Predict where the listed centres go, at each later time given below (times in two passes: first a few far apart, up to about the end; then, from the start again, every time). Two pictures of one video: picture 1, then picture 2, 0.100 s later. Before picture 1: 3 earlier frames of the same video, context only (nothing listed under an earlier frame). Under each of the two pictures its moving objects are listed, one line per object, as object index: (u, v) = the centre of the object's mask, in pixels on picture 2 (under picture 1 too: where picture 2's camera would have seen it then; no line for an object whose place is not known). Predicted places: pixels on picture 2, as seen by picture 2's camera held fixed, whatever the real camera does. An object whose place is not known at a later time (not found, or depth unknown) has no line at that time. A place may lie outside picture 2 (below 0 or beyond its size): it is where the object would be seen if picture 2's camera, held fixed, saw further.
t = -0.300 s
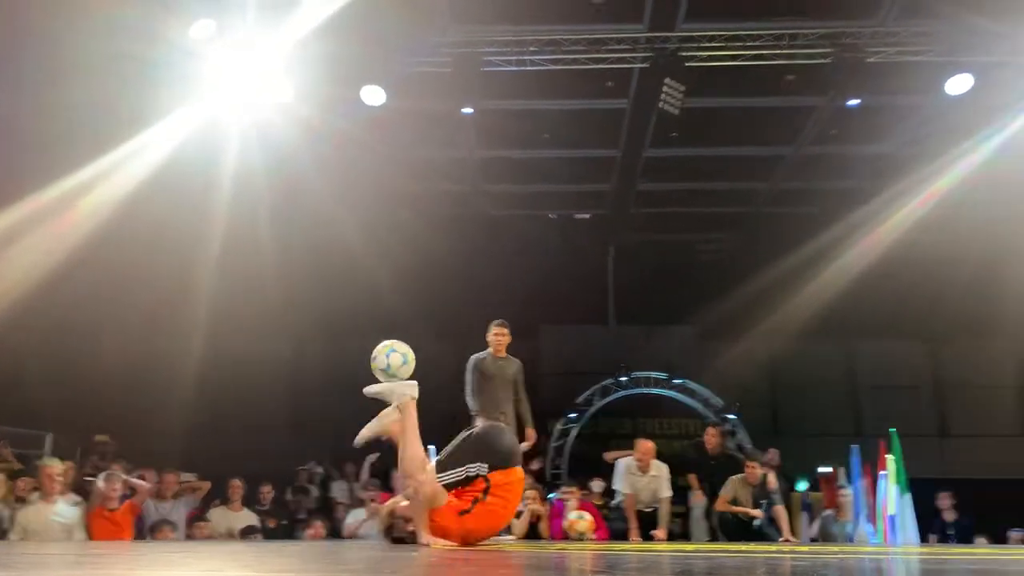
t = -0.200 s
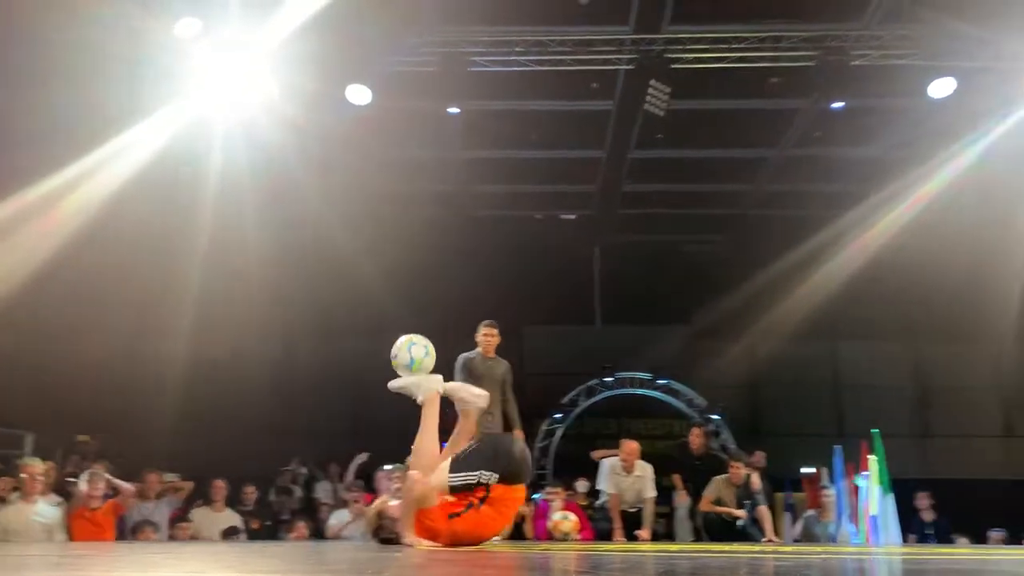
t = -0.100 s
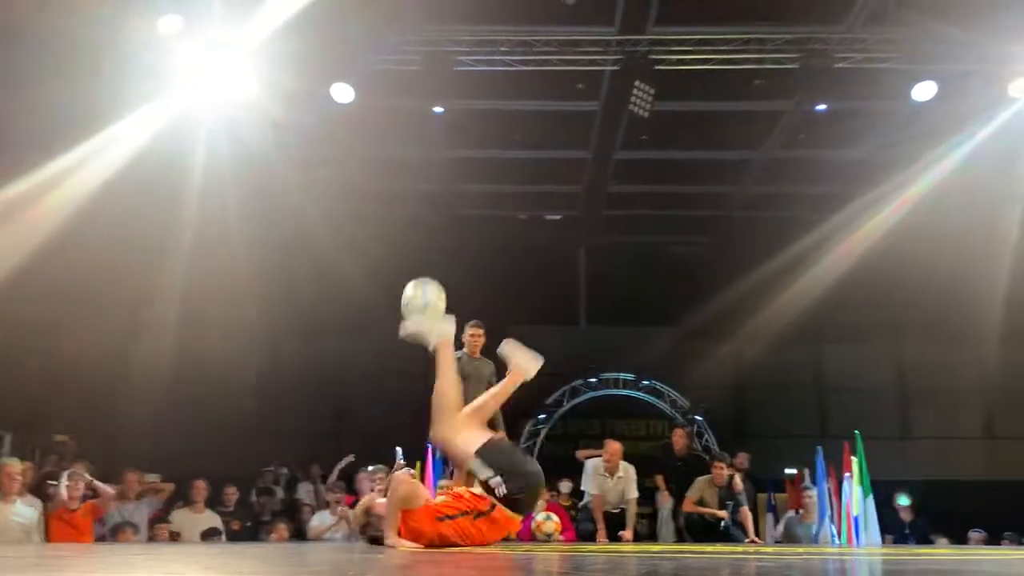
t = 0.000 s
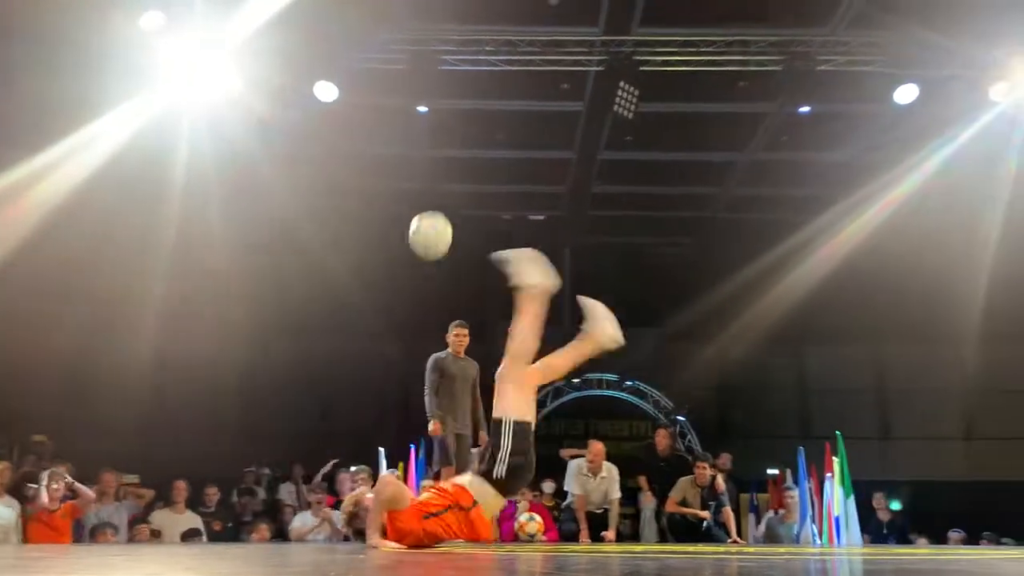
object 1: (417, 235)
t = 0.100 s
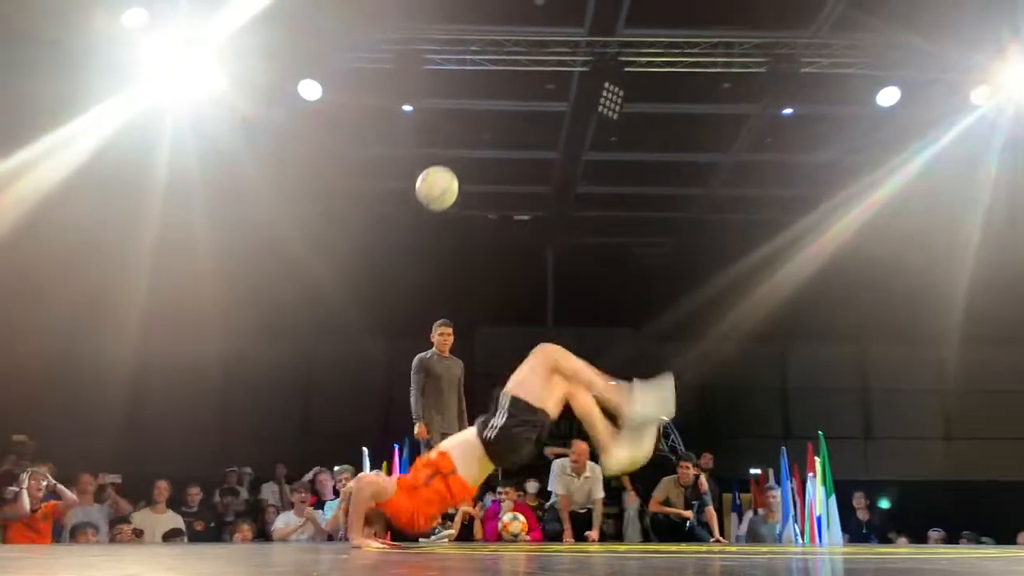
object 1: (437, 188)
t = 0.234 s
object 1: (461, 155)
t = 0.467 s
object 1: (501, 170)
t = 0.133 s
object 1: (443, 177)
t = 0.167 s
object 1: (449, 168)
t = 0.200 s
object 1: (455, 161)
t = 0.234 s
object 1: (461, 155)
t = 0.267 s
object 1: (467, 152)
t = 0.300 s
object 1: (472, 150)
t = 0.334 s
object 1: (478, 151)
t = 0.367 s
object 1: (483, 152)
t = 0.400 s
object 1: (489, 156)
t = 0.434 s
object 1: (495, 162)
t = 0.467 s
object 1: (501, 170)
